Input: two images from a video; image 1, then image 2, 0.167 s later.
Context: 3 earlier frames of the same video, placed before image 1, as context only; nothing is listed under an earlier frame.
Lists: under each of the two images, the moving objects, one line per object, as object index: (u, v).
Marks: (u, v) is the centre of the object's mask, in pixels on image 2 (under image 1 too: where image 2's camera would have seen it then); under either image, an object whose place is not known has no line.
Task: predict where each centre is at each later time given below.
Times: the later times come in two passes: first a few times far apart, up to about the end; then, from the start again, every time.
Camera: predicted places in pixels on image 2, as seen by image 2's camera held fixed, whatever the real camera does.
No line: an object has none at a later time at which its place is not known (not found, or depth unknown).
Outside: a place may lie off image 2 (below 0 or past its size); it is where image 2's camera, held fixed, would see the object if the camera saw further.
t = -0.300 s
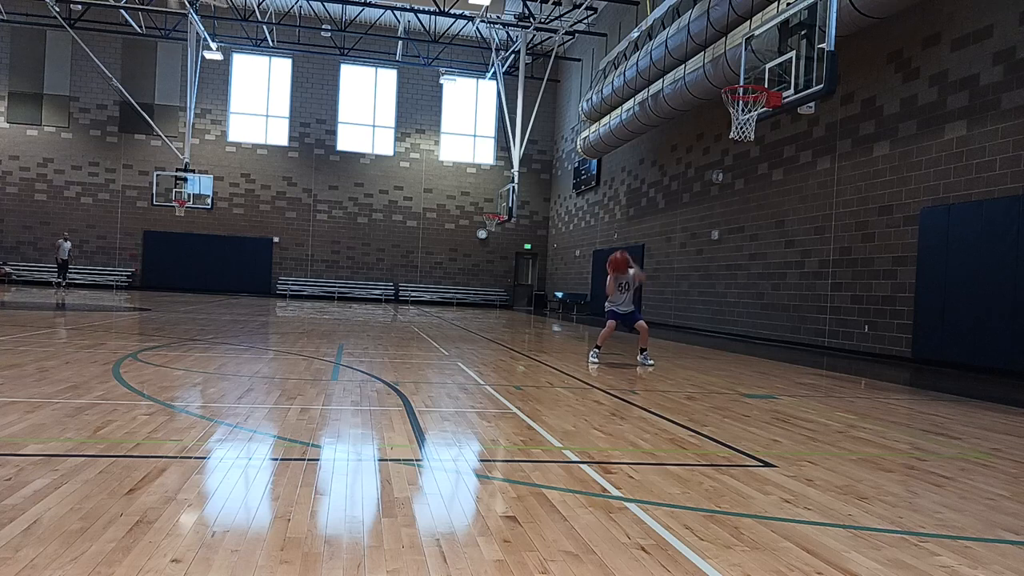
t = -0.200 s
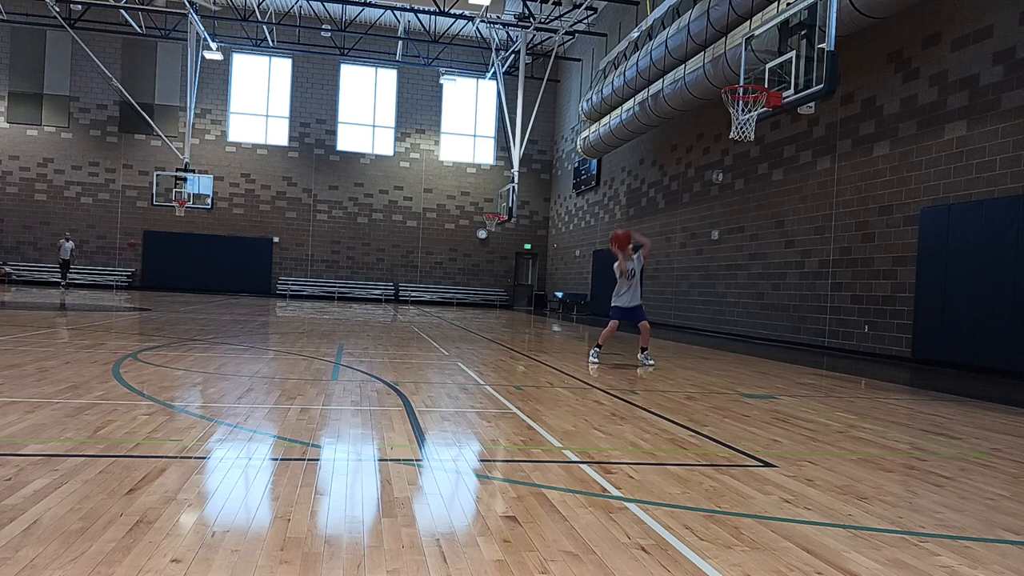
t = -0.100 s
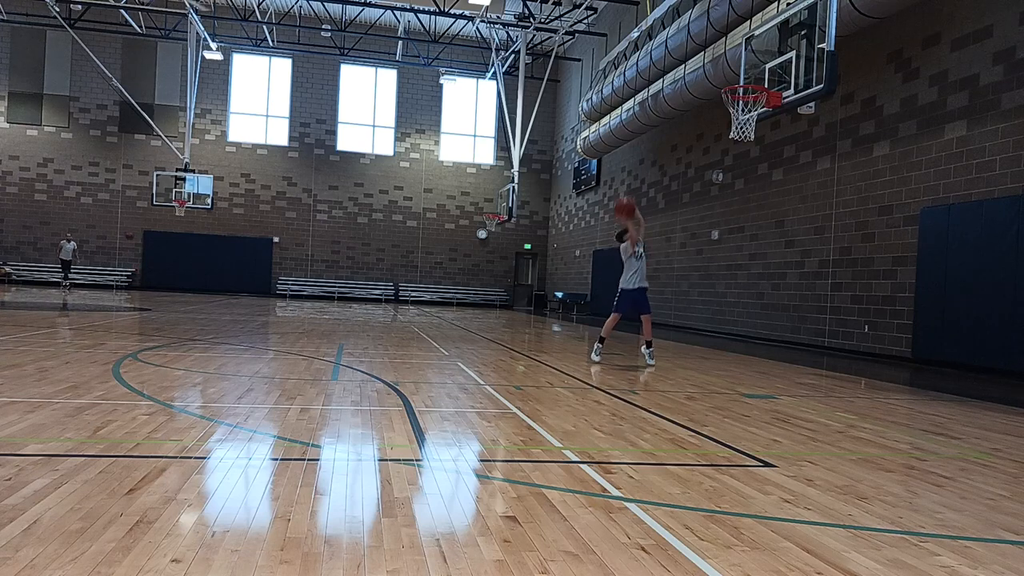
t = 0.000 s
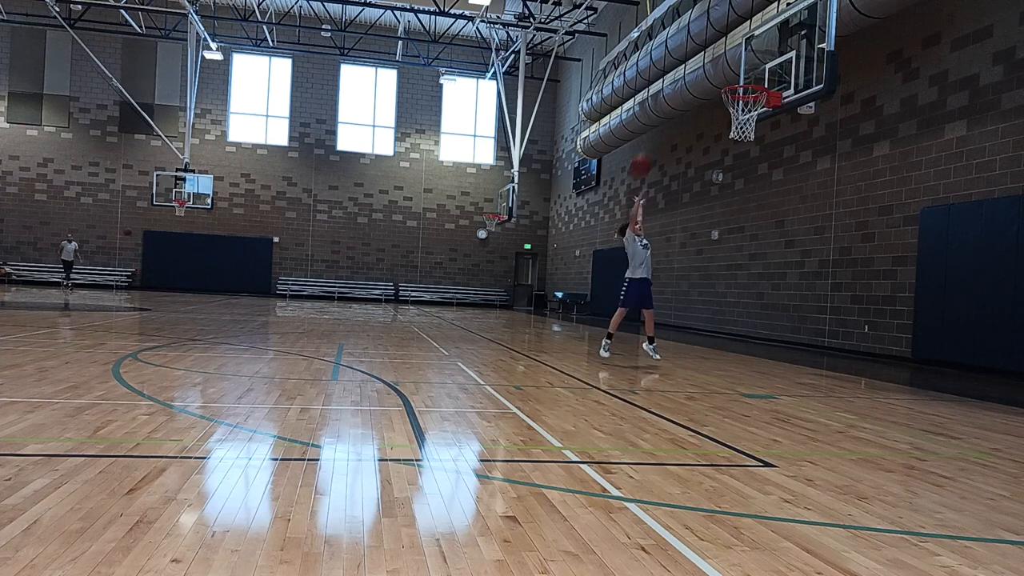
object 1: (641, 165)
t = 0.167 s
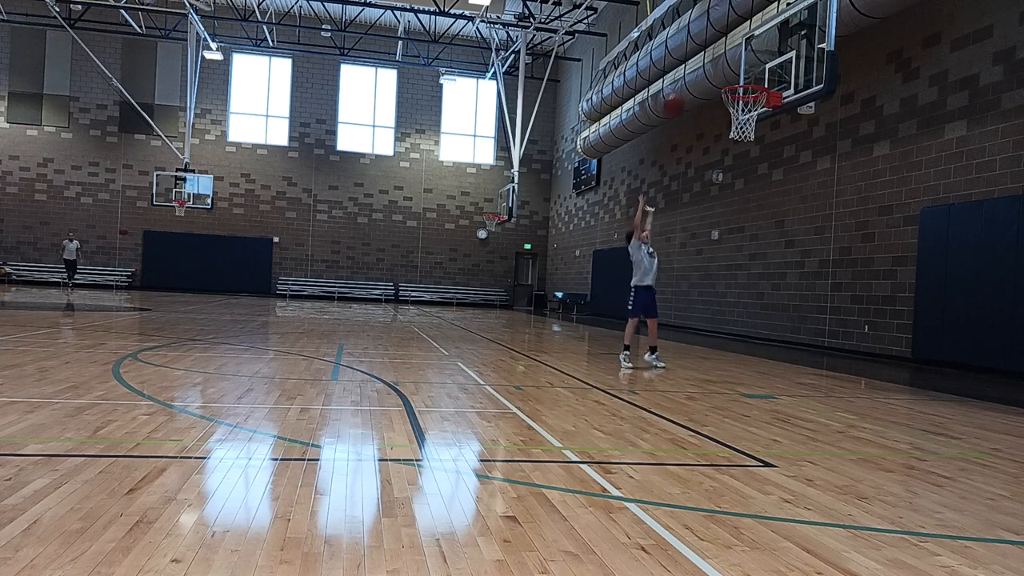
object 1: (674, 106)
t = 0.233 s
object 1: (686, 90)
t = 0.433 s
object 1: (722, 62)
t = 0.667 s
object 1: (764, 75)
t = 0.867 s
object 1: (785, 77)
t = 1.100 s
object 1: (784, 97)
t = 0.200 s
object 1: (679, 98)
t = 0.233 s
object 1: (686, 90)
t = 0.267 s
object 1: (692, 83)
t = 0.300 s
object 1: (698, 76)
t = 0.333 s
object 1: (704, 71)
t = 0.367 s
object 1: (710, 68)
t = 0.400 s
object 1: (716, 64)
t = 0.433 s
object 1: (722, 62)
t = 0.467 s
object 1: (728, 61)
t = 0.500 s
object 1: (734, 61)
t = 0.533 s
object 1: (740, 61)
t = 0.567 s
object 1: (747, 63)
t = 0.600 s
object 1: (752, 66)
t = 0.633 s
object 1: (756, 69)
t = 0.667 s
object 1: (764, 75)
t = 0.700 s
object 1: (767, 75)
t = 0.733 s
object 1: (771, 72)
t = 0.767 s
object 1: (774, 71)
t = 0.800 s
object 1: (778, 74)
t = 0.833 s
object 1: (783, 74)
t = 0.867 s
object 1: (785, 77)
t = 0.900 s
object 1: (790, 81)
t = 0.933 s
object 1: (794, 87)
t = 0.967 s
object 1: (796, 91)
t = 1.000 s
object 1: (793, 91)
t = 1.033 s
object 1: (791, 92)
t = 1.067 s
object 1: (786, 95)
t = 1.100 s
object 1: (784, 97)
